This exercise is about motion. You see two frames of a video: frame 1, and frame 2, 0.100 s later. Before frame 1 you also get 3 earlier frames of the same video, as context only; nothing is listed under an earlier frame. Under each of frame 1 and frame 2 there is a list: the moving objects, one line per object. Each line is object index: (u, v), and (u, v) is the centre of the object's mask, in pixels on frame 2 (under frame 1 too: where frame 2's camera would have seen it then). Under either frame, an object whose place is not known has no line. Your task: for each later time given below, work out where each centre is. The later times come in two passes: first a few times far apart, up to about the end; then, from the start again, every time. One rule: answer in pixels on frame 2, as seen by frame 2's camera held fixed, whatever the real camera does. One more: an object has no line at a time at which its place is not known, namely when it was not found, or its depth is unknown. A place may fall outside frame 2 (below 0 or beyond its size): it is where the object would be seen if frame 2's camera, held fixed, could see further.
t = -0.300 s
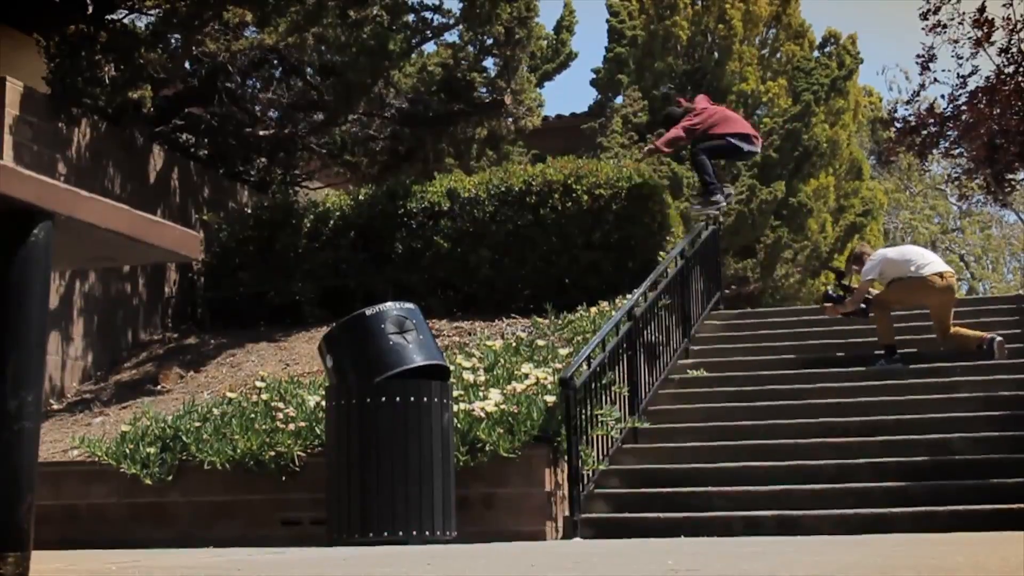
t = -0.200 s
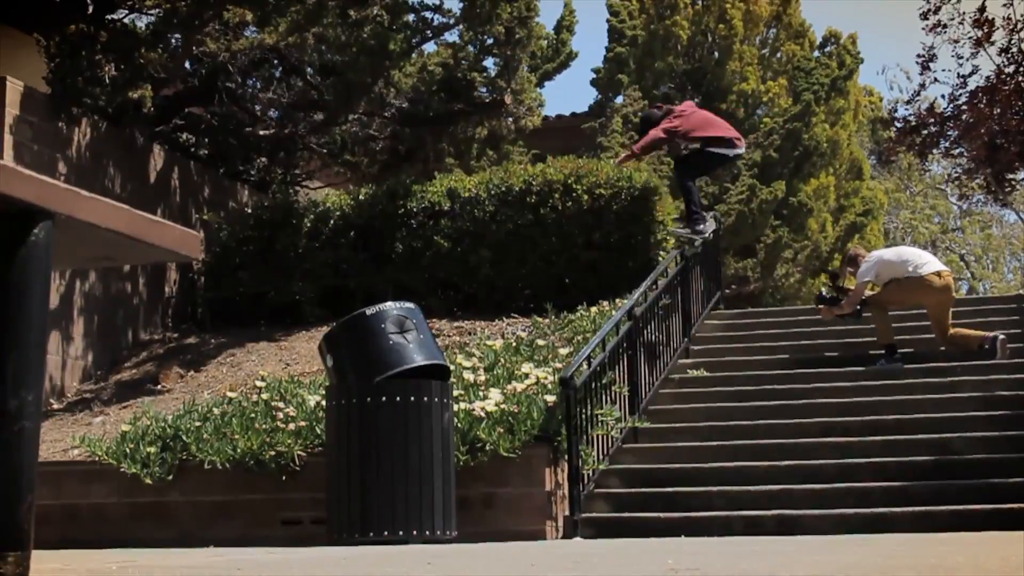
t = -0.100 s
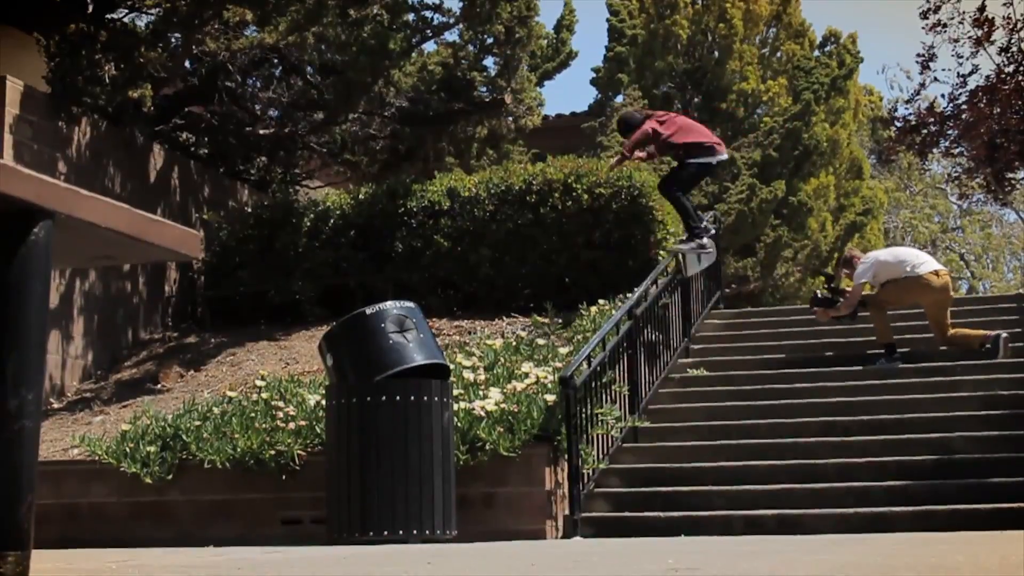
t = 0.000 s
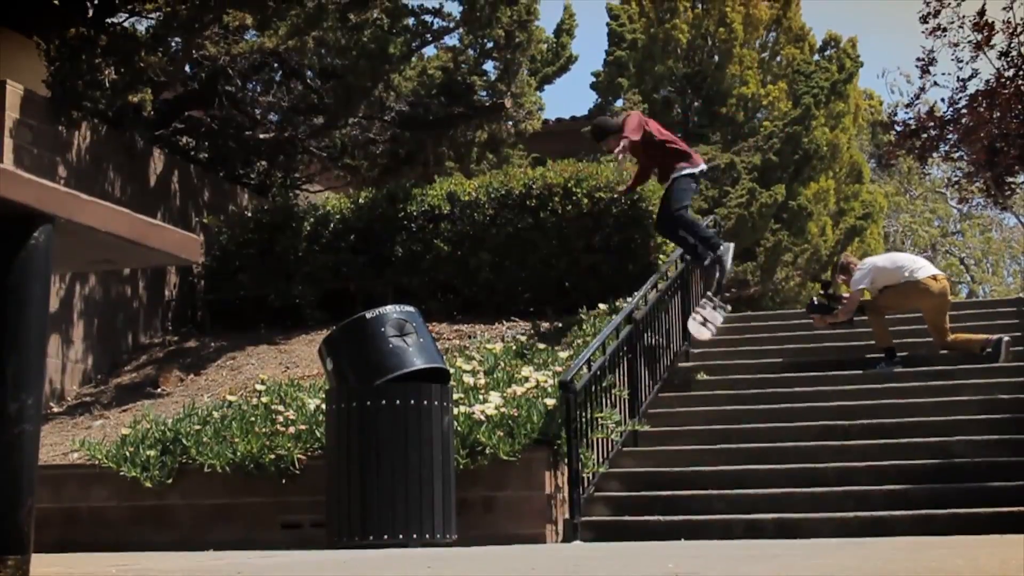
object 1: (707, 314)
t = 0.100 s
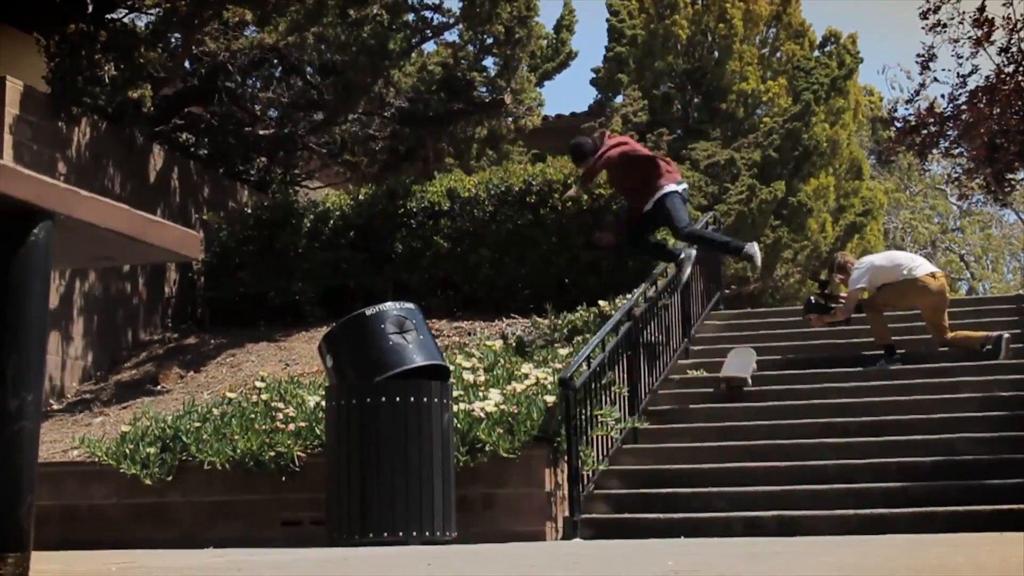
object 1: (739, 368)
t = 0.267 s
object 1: (778, 355)
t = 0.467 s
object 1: (822, 376)
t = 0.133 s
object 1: (753, 373)
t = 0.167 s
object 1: (757, 368)
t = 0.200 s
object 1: (766, 361)
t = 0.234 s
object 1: (771, 358)
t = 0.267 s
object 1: (778, 355)
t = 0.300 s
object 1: (785, 354)
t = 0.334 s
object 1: (792, 355)
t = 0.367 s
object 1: (800, 359)
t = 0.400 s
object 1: (806, 363)
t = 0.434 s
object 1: (814, 370)
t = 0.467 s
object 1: (822, 376)
